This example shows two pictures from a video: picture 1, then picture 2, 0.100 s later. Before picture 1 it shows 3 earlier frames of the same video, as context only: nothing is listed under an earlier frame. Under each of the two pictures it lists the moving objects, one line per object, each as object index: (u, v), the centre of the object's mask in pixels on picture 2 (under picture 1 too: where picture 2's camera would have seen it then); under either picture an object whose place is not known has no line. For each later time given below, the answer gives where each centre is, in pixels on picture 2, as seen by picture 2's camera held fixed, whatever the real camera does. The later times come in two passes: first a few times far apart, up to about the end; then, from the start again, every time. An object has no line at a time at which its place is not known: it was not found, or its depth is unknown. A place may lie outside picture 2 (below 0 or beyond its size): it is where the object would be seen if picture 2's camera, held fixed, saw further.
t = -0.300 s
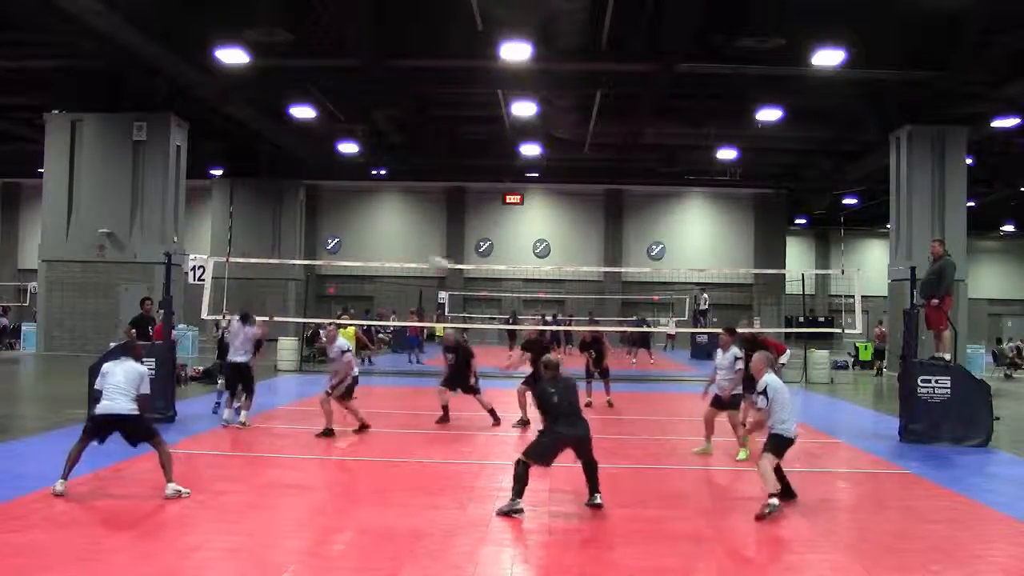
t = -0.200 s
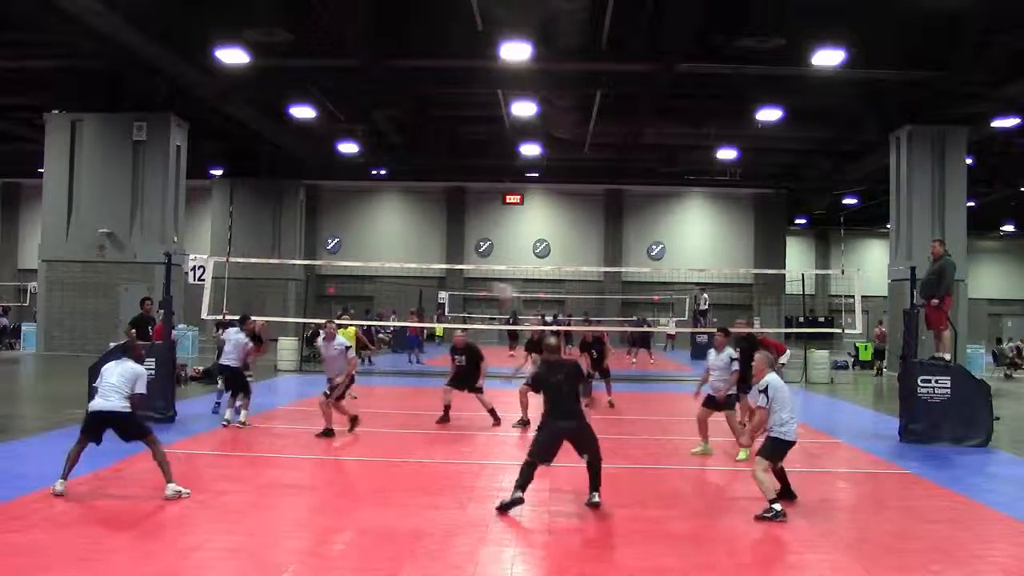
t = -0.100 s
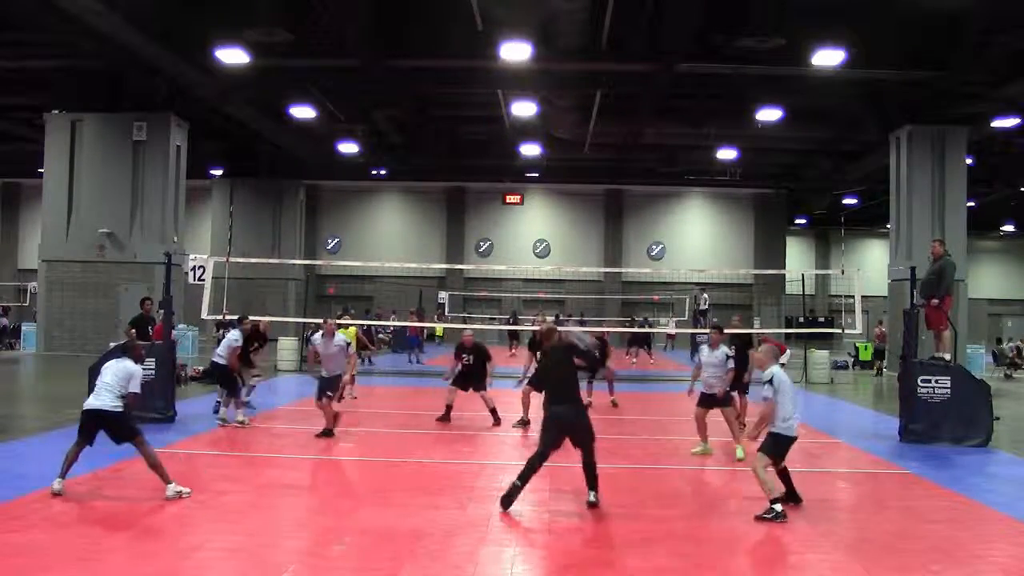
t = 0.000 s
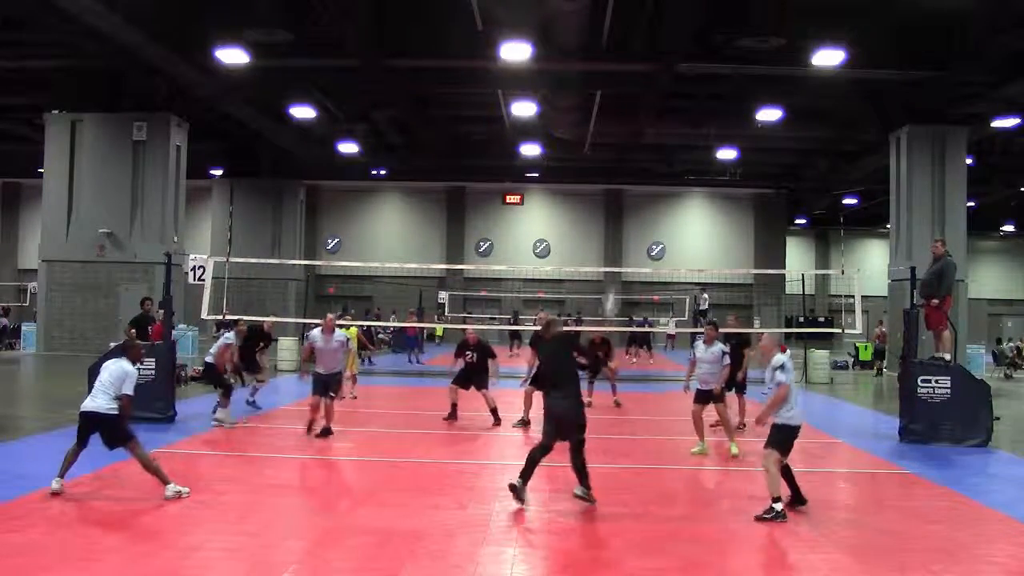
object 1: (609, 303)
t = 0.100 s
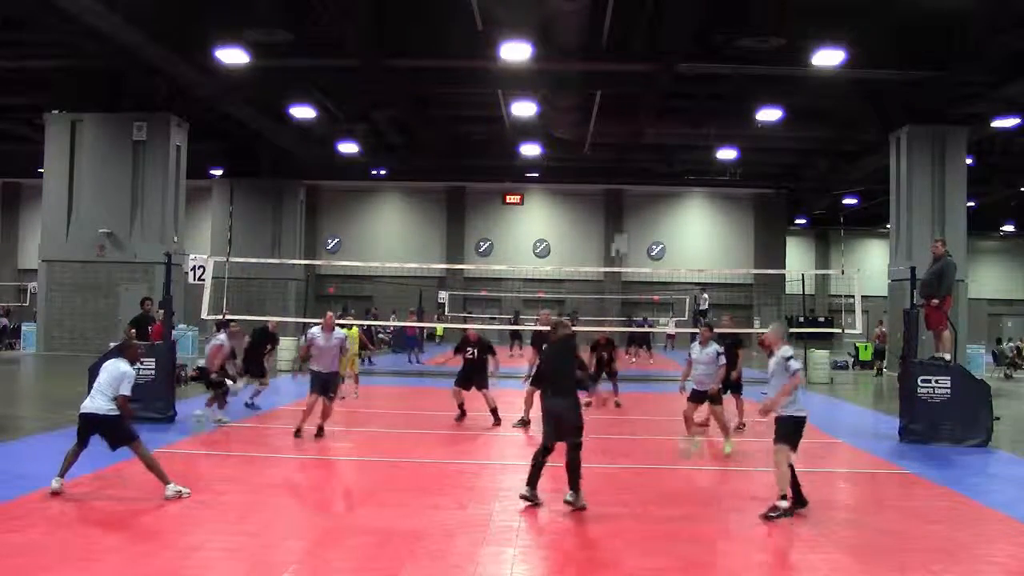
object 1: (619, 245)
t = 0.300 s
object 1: (640, 174)
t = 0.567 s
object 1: (663, 142)
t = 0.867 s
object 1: (687, 171)
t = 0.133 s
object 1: (625, 230)
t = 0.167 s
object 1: (626, 216)
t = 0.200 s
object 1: (630, 204)
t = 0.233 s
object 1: (633, 194)
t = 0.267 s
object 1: (637, 182)
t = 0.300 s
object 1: (640, 174)
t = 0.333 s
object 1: (642, 167)
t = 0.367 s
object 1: (646, 160)
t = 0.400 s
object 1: (649, 154)
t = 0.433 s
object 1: (652, 149)
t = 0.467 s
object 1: (655, 147)
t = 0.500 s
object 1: (657, 145)
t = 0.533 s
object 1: (661, 143)
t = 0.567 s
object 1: (663, 142)
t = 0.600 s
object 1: (666, 142)
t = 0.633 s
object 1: (668, 143)
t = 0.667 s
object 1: (671, 145)
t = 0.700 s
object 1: (674, 147)
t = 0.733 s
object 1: (677, 151)
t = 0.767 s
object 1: (680, 156)
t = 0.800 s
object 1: (682, 161)
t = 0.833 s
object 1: (684, 167)
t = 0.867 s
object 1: (687, 171)
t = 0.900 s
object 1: (690, 179)
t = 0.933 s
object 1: (693, 185)
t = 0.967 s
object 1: (695, 196)
